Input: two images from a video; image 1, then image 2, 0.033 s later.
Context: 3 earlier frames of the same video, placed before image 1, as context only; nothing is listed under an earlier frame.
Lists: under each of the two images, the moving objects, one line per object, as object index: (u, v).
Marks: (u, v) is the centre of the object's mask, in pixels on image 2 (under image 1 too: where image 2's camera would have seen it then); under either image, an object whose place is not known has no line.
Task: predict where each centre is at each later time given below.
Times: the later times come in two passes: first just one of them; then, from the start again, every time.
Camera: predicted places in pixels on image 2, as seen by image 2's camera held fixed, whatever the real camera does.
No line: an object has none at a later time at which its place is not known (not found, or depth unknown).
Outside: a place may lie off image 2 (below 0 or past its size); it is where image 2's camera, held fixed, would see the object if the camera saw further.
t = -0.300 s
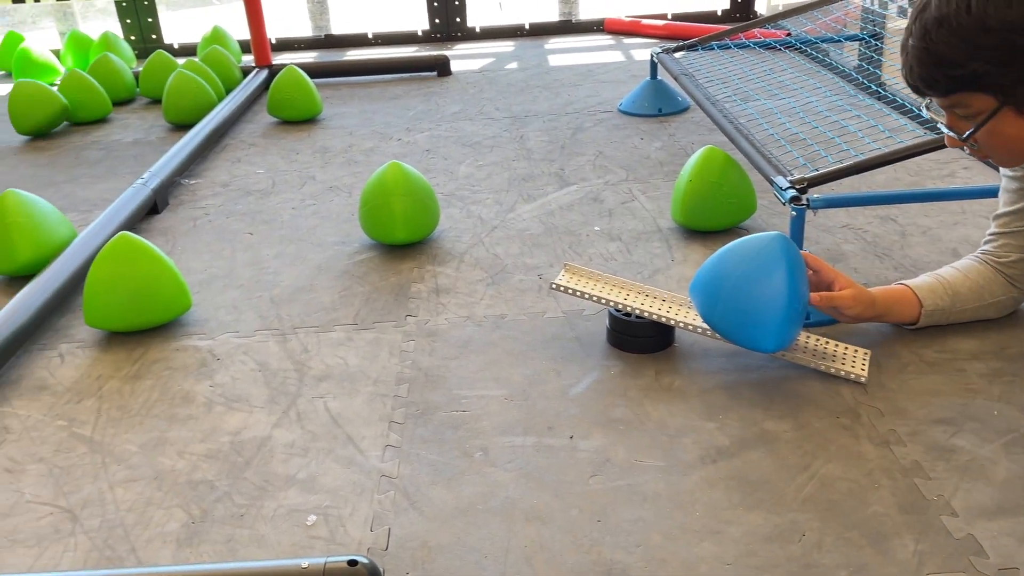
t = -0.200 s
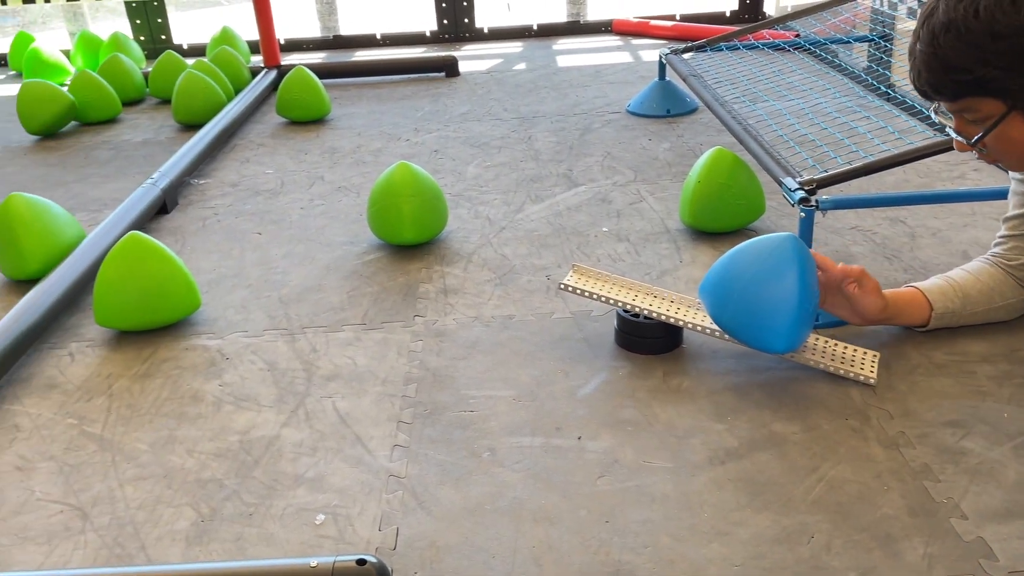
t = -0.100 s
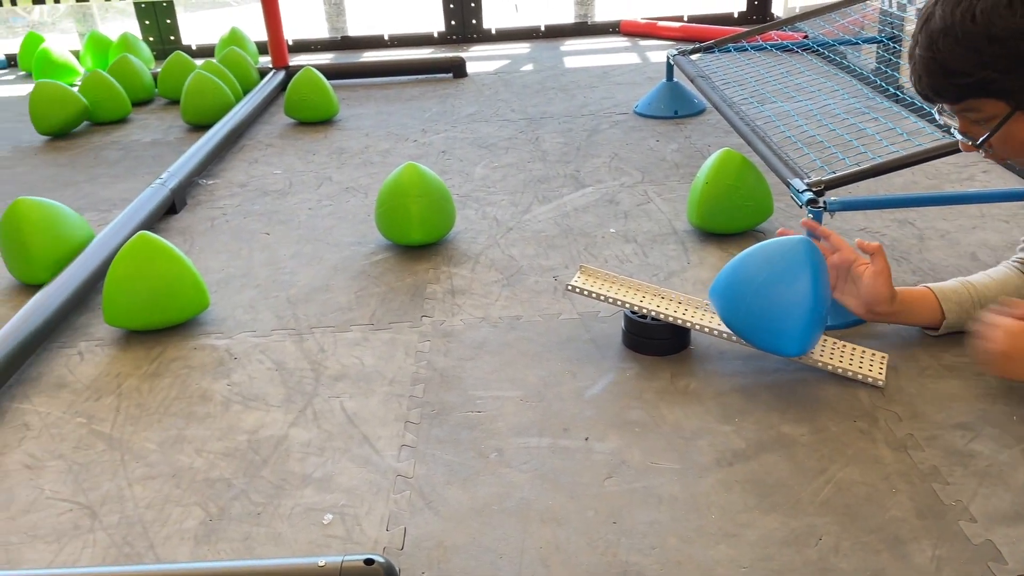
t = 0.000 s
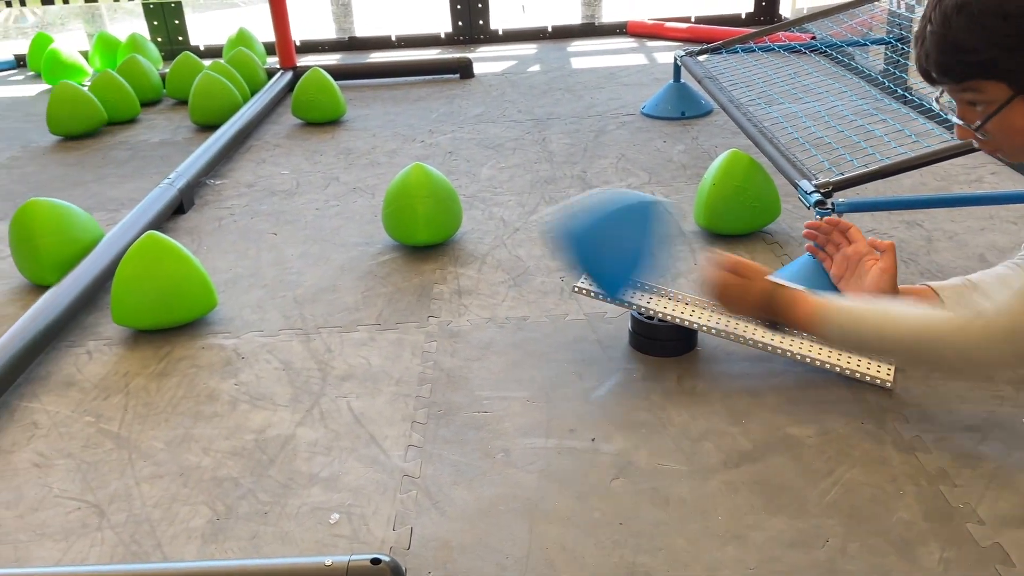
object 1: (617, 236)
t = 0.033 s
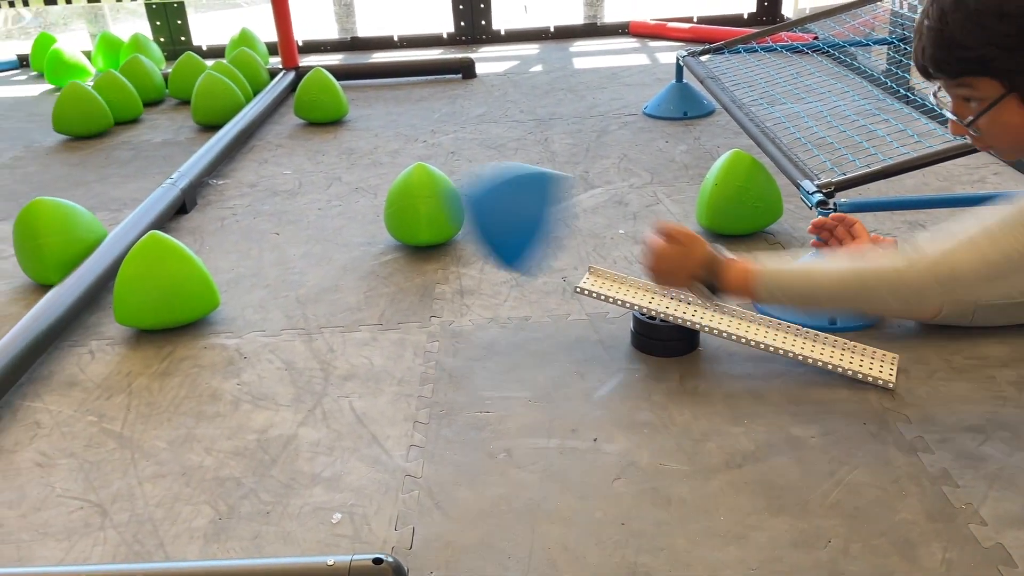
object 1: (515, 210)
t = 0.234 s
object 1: (65, 151)
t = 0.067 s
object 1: (418, 189)
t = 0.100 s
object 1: (329, 174)
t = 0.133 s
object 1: (250, 167)
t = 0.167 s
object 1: (177, 167)
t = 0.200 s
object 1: (106, 169)
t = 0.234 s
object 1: (65, 151)
